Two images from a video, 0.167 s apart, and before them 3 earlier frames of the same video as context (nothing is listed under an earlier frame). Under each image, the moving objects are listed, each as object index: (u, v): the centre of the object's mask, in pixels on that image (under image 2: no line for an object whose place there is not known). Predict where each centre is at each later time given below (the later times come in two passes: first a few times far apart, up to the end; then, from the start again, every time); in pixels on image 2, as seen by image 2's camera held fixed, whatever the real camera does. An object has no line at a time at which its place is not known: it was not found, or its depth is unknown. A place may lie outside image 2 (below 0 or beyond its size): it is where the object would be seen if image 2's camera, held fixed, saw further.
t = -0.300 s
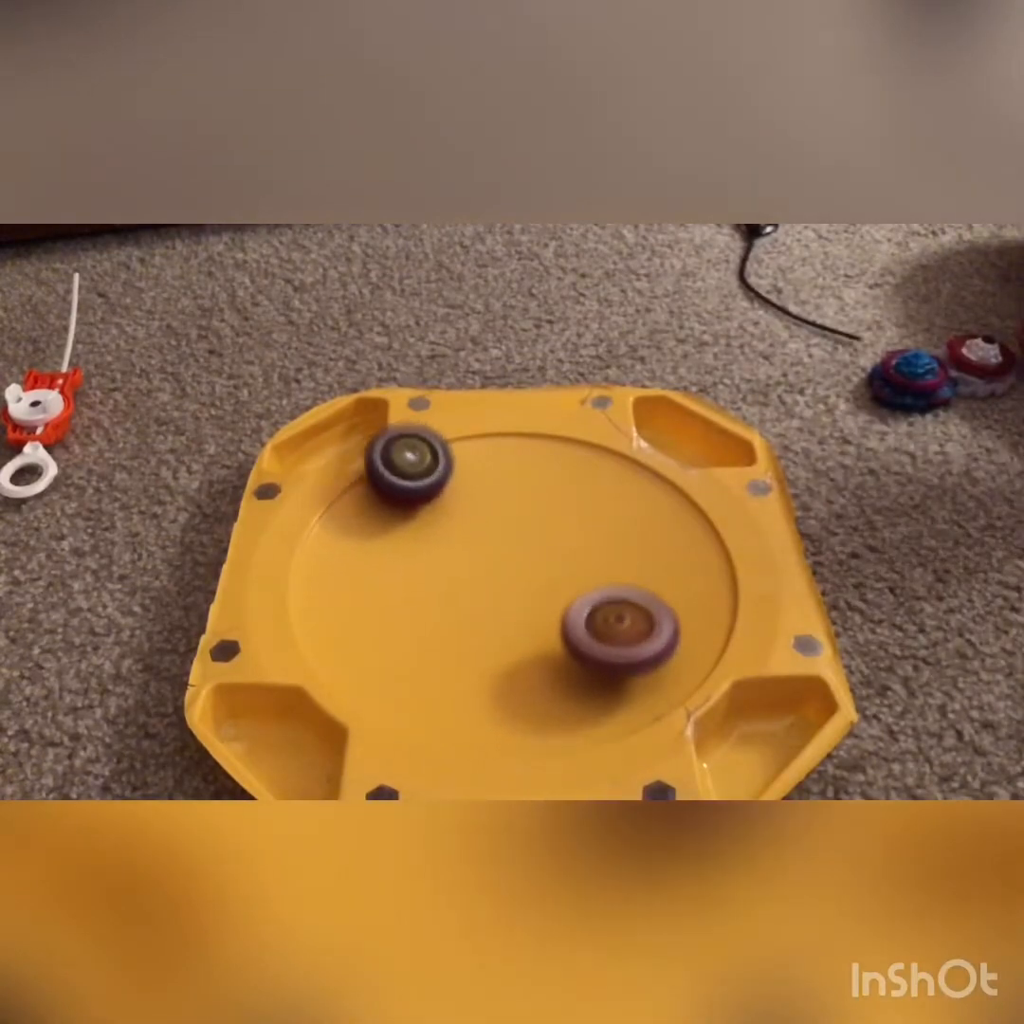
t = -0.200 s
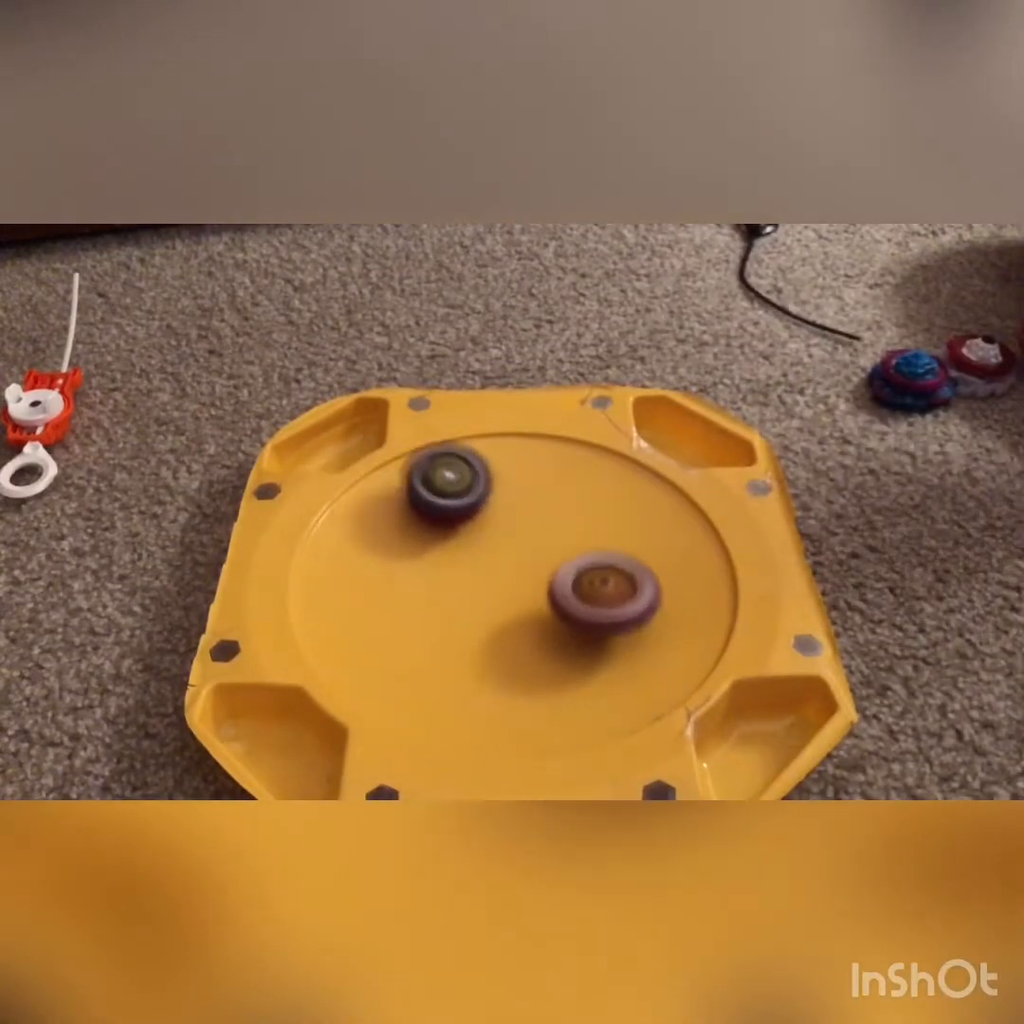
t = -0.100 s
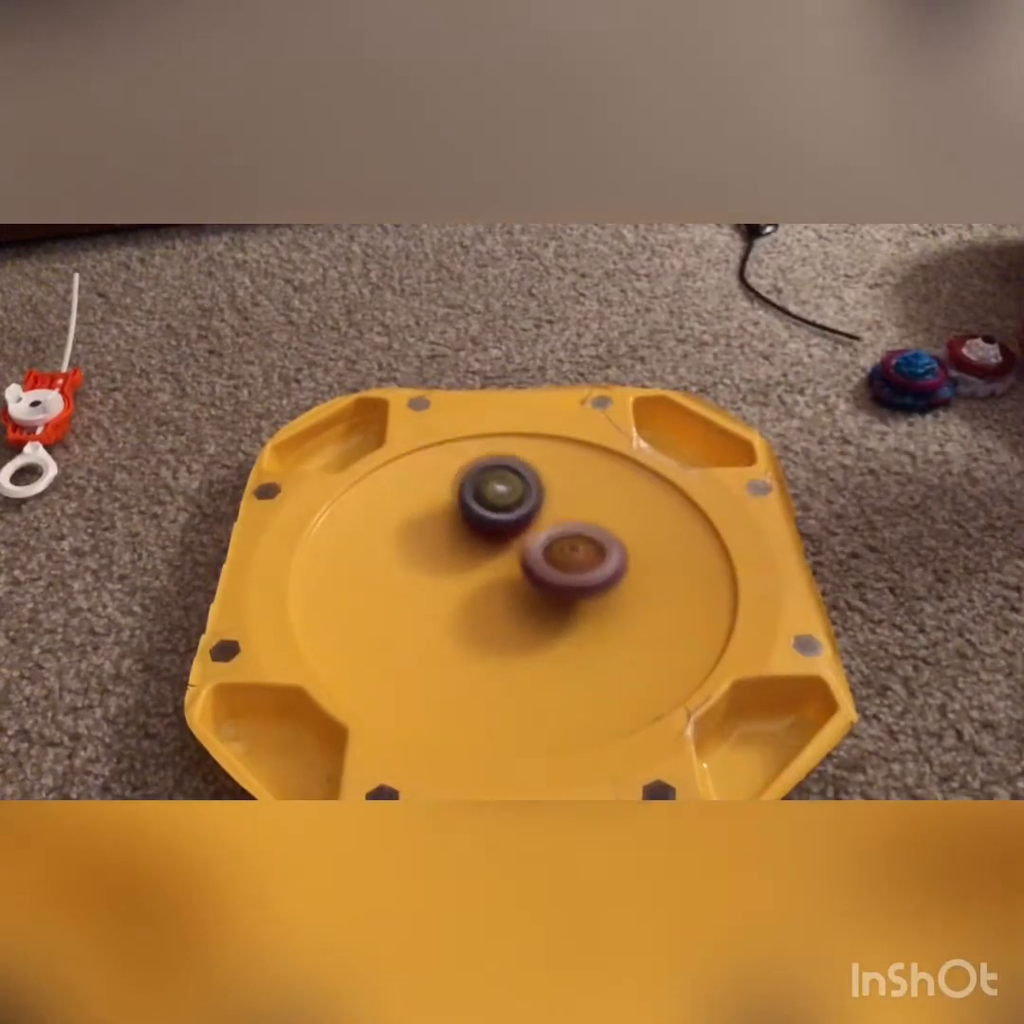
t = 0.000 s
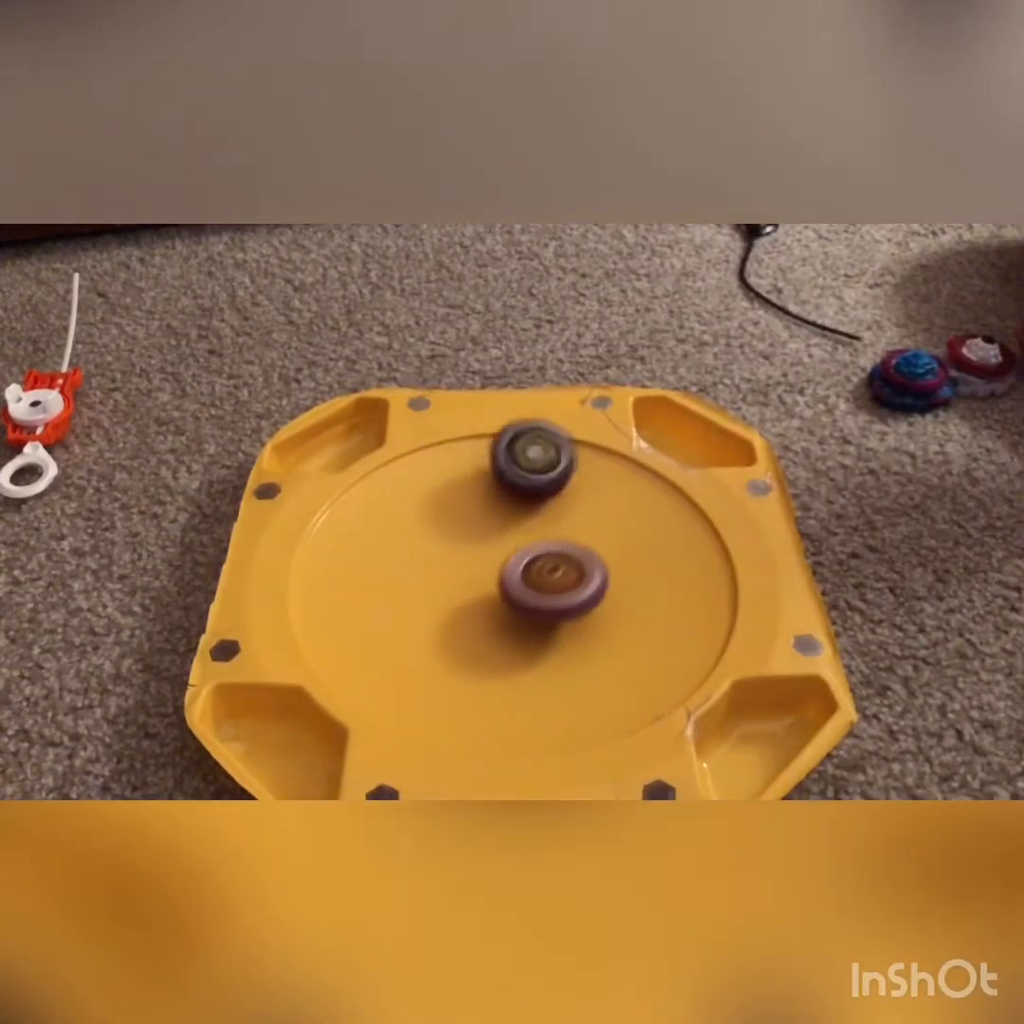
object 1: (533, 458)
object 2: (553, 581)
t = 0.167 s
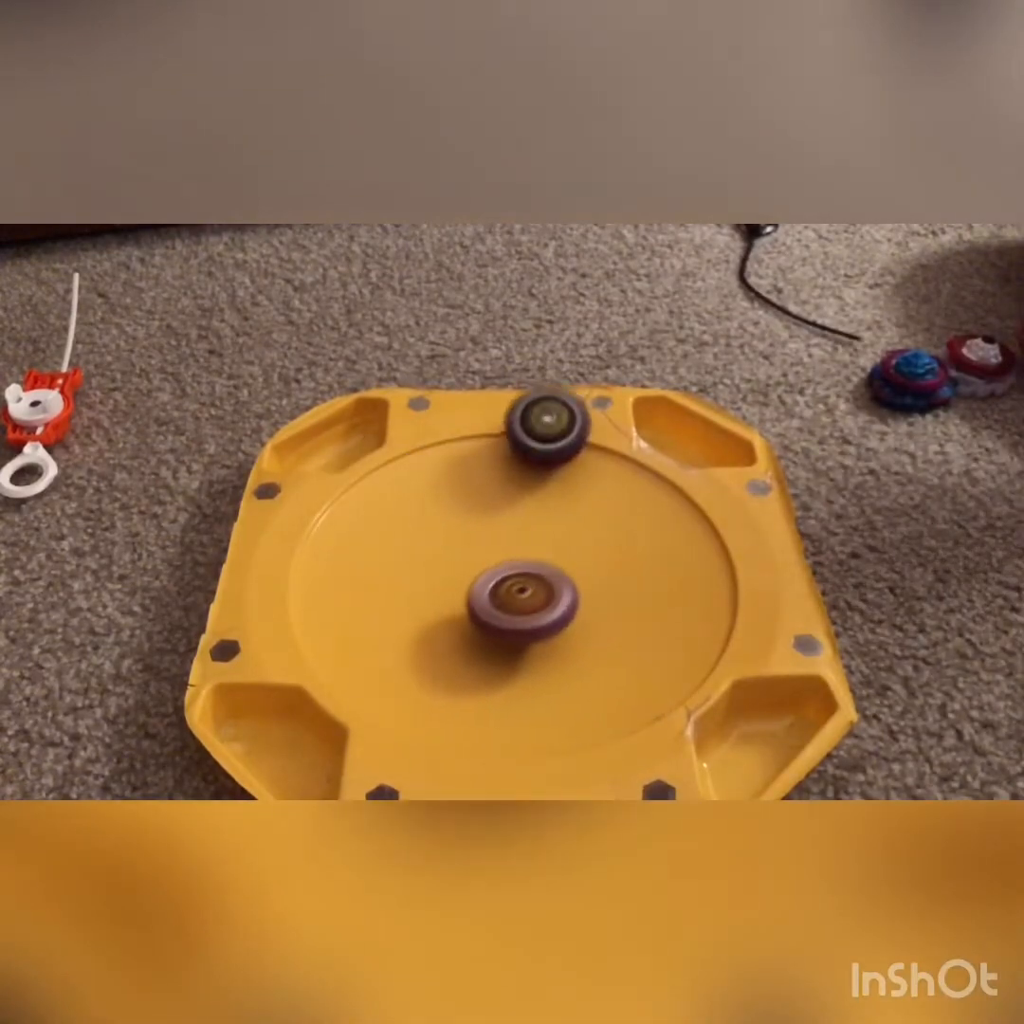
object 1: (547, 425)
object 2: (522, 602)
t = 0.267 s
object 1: (531, 441)
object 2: (510, 601)
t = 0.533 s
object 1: (569, 541)
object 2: (492, 593)
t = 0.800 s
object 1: (636, 615)
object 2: (469, 594)
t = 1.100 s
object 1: (650, 642)
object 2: (480, 578)
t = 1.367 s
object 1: (558, 635)
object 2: (460, 543)
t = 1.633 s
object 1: (467, 641)
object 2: (446, 524)
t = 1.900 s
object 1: (437, 611)
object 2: (468, 524)
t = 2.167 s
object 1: (410, 596)
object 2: (542, 467)
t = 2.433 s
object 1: (456, 551)
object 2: (545, 459)
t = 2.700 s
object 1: (421, 542)
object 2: (597, 487)
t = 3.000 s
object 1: (504, 581)
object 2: (645, 537)
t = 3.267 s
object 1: (496, 536)
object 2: (755, 583)
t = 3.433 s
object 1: (458, 530)
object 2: (817, 605)
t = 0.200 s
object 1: (541, 425)
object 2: (517, 602)
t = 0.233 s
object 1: (535, 431)
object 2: (513, 602)
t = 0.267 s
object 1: (531, 441)
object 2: (510, 601)
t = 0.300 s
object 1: (531, 453)
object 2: (507, 601)
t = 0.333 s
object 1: (533, 468)
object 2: (505, 600)
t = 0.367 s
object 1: (537, 482)
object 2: (504, 598)
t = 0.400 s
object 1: (543, 496)
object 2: (502, 598)
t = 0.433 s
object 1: (548, 508)
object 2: (500, 596)
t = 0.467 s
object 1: (554, 520)
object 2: (499, 594)
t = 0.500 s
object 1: (561, 531)
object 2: (497, 592)
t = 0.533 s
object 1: (569, 541)
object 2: (492, 593)
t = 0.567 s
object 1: (579, 550)
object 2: (485, 595)
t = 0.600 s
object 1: (588, 561)
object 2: (480, 596)
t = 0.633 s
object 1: (597, 569)
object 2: (475, 597)
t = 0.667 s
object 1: (605, 579)
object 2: (472, 597)
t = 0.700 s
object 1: (613, 588)
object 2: (470, 597)
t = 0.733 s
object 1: (620, 597)
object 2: (469, 596)
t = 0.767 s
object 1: (628, 607)
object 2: (468, 595)
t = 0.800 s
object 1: (636, 615)
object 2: (469, 594)
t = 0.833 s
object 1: (642, 623)
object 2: (470, 592)
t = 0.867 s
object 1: (648, 631)
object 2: (471, 591)
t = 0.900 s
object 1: (654, 639)
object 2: (472, 589)
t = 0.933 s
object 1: (659, 645)
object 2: (473, 587)
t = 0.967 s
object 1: (664, 649)
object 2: (475, 586)
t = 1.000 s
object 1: (667, 649)
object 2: (476, 584)
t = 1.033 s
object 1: (665, 648)
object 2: (478, 582)
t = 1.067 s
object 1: (660, 646)
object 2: (480, 579)
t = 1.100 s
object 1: (650, 642)
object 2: (480, 578)
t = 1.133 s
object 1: (637, 638)
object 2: (482, 575)
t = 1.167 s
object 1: (620, 634)
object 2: (483, 574)
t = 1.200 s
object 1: (604, 630)
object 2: (484, 573)
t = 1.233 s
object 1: (588, 627)
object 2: (485, 571)
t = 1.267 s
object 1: (574, 624)
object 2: (485, 569)
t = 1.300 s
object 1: (572, 629)
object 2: (475, 559)
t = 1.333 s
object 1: (567, 633)
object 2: (467, 550)
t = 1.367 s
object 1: (558, 635)
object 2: (460, 543)
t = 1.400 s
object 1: (547, 637)
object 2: (455, 537)
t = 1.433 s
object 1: (535, 639)
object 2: (452, 533)
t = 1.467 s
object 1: (523, 639)
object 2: (449, 530)
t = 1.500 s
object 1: (511, 641)
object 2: (447, 528)
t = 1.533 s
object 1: (499, 642)
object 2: (446, 526)
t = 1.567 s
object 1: (487, 641)
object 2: (445, 524)
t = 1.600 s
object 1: (477, 642)
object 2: (445, 524)
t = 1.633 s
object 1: (467, 641)
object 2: (446, 524)
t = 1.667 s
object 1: (459, 641)
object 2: (447, 524)
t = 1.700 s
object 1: (452, 639)
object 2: (449, 523)
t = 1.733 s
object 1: (448, 636)
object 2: (451, 523)
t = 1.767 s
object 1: (443, 634)
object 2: (454, 523)
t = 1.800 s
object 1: (441, 630)
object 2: (457, 524)
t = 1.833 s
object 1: (439, 626)
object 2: (460, 524)
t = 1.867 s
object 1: (438, 619)
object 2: (464, 524)
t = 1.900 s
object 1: (437, 611)
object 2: (468, 524)
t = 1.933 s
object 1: (436, 604)
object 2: (472, 524)
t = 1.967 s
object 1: (430, 600)
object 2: (481, 520)
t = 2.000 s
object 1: (420, 601)
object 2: (496, 506)
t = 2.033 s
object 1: (414, 601)
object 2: (509, 497)
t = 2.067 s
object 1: (410, 600)
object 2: (518, 489)
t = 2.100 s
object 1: (408, 599)
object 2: (529, 480)
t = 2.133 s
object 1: (408, 598)
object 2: (536, 474)
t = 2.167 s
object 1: (410, 596)
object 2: (542, 467)
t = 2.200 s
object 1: (413, 594)
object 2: (546, 461)
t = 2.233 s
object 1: (417, 590)
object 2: (549, 456)
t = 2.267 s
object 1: (423, 586)
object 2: (550, 453)
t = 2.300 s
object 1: (431, 581)
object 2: (550, 451)
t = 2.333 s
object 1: (437, 575)
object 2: (550, 452)
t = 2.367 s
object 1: (444, 567)
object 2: (548, 453)
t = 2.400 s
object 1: (450, 559)
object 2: (547, 456)
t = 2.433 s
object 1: (456, 551)
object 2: (545, 459)
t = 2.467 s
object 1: (461, 544)
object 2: (544, 464)
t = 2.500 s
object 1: (464, 536)
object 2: (542, 470)
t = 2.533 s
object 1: (468, 528)
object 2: (543, 476)
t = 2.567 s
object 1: (456, 528)
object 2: (557, 477)
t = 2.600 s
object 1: (443, 528)
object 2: (570, 479)
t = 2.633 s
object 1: (433, 530)
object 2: (580, 481)
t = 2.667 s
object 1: (425, 535)
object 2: (589, 484)
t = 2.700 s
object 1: (421, 542)
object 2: (597, 487)
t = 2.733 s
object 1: (420, 549)
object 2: (604, 492)
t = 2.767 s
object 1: (425, 557)
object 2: (610, 496)
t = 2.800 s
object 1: (433, 565)
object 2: (616, 501)
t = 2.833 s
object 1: (443, 570)
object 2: (621, 506)
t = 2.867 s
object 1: (454, 574)
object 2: (626, 512)
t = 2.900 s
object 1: (466, 577)
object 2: (631, 517)
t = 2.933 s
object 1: (478, 579)
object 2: (636, 524)
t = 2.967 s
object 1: (490, 581)
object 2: (640, 531)
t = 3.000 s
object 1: (504, 581)
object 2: (645, 537)
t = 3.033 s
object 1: (516, 581)
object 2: (649, 544)
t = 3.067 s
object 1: (528, 580)
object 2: (653, 550)
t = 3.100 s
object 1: (541, 577)
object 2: (656, 556)
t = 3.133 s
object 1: (552, 574)
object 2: (660, 561)
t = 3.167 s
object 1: (541, 565)
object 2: (688, 571)
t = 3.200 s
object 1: (522, 554)
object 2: (722, 577)
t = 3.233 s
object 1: (507, 543)
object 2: (738, 575)
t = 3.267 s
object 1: (496, 536)
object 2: (755, 583)
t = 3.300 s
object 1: (488, 533)
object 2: (767, 589)
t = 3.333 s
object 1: (481, 530)
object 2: (780, 590)
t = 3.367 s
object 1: (473, 528)
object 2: (790, 596)
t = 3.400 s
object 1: (465, 529)
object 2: (804, 600)
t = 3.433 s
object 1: (458, 530)
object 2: (817, 605)
